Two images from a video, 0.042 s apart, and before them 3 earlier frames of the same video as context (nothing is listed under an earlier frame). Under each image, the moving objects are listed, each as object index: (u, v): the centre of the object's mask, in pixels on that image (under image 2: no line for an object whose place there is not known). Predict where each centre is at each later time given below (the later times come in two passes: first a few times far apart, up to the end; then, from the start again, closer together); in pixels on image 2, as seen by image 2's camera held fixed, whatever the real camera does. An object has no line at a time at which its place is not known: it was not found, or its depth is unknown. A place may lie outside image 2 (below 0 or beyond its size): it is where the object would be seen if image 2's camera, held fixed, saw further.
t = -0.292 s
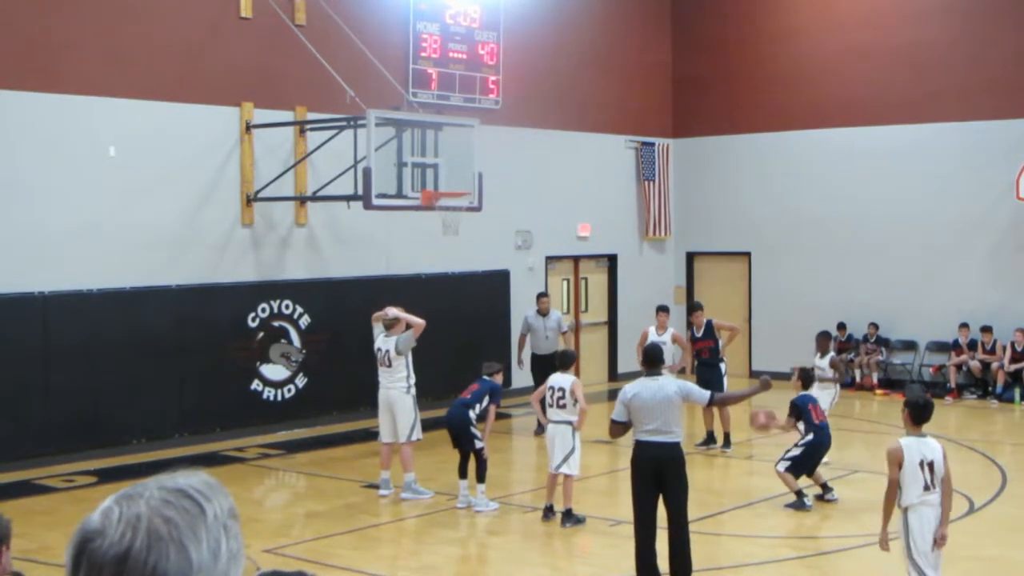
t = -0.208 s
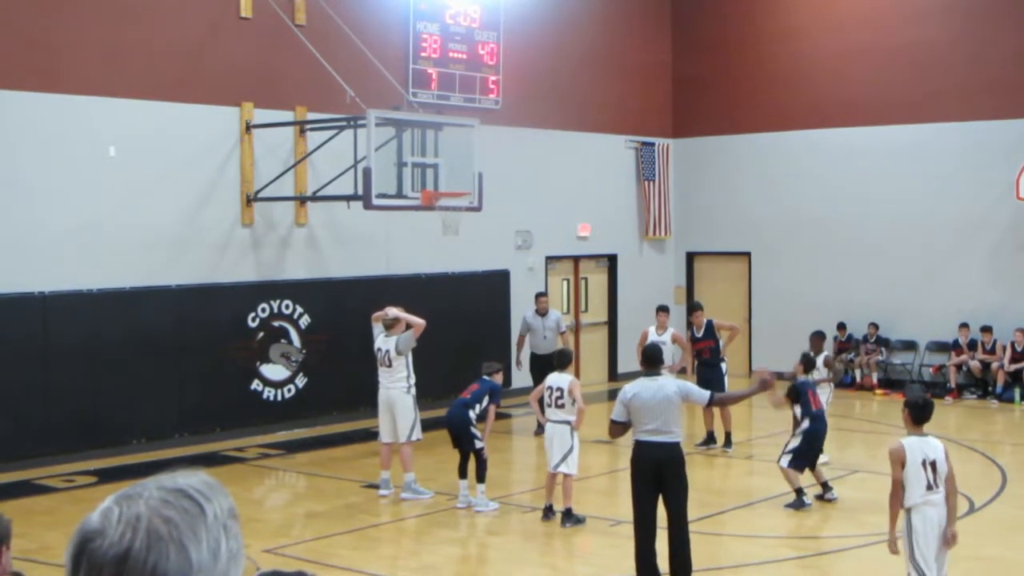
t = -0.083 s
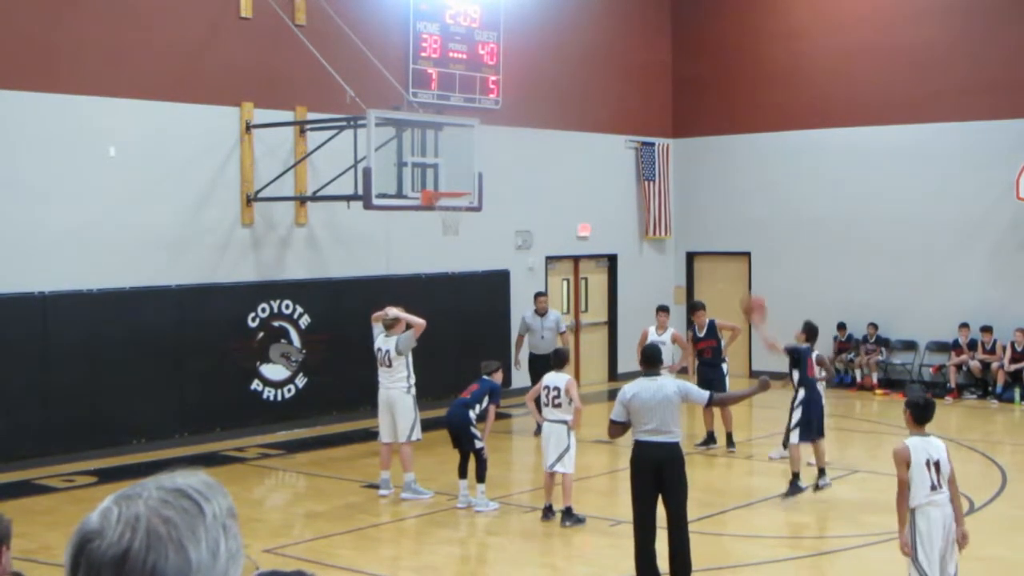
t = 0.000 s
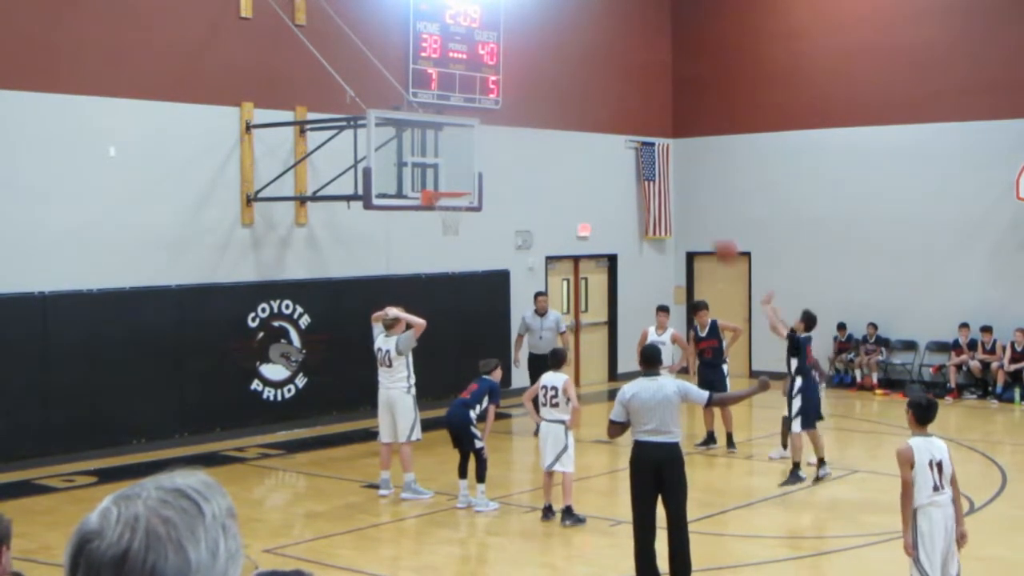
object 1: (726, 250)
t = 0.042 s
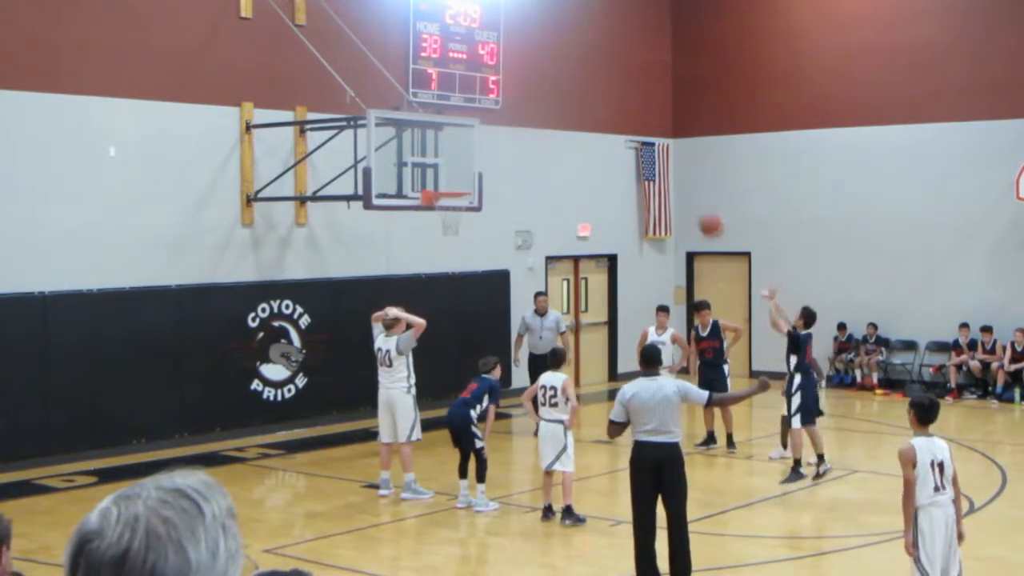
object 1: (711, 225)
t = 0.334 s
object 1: (617, 97)
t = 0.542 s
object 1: (556, 63)
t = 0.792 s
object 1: (489, 80)
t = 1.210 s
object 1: (454, 195)
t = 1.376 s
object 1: (461, 210)
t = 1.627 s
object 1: (444, 222)
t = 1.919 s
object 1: (441, 271)
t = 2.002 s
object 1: (441, 297)
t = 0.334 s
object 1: (617, 97)
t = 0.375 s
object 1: (605, 88)
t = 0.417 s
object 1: (592, 81)
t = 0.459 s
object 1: (580, 75)
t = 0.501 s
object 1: (568, 69)
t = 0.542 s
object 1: (556, 63)
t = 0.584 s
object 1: (546, 61)
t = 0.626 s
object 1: (536, 61)
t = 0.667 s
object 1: (521, 62)
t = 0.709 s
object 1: (509, 65)
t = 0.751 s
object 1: (502, 72)
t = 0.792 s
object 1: (489, 80)
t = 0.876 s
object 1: (470, 97)
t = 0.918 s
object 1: (460, 109)
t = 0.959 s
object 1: (451, 120)
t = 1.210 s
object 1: (454, 195)
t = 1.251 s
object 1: (460, 200)
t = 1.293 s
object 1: (463, 204)
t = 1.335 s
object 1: (464, 207)
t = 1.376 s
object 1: (461, 210)
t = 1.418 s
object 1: (458, 212)
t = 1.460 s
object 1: (455, 213)
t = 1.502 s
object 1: (453, 214)
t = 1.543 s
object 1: (449, 216)
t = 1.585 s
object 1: (446, 219)
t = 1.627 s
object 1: (444, 222)
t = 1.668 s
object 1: (442, 226)
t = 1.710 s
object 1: (442, 231)
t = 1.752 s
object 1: (441, 237)
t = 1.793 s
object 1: (441, 242)
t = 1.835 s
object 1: (441, 250)
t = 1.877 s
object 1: (441, 260)
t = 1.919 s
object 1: (441, 271)
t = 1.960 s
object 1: (441, 283)
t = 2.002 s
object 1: (441, 297)
